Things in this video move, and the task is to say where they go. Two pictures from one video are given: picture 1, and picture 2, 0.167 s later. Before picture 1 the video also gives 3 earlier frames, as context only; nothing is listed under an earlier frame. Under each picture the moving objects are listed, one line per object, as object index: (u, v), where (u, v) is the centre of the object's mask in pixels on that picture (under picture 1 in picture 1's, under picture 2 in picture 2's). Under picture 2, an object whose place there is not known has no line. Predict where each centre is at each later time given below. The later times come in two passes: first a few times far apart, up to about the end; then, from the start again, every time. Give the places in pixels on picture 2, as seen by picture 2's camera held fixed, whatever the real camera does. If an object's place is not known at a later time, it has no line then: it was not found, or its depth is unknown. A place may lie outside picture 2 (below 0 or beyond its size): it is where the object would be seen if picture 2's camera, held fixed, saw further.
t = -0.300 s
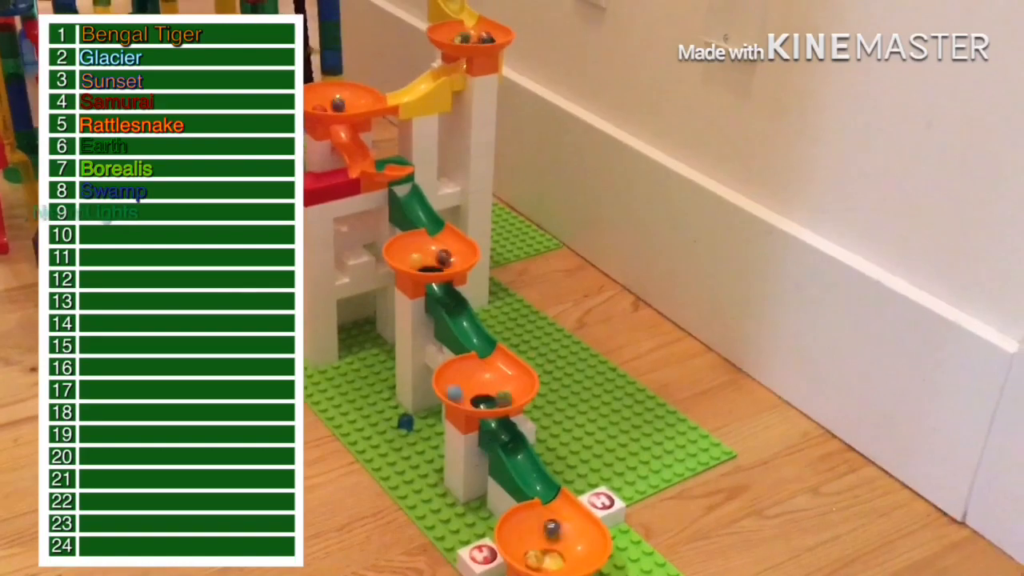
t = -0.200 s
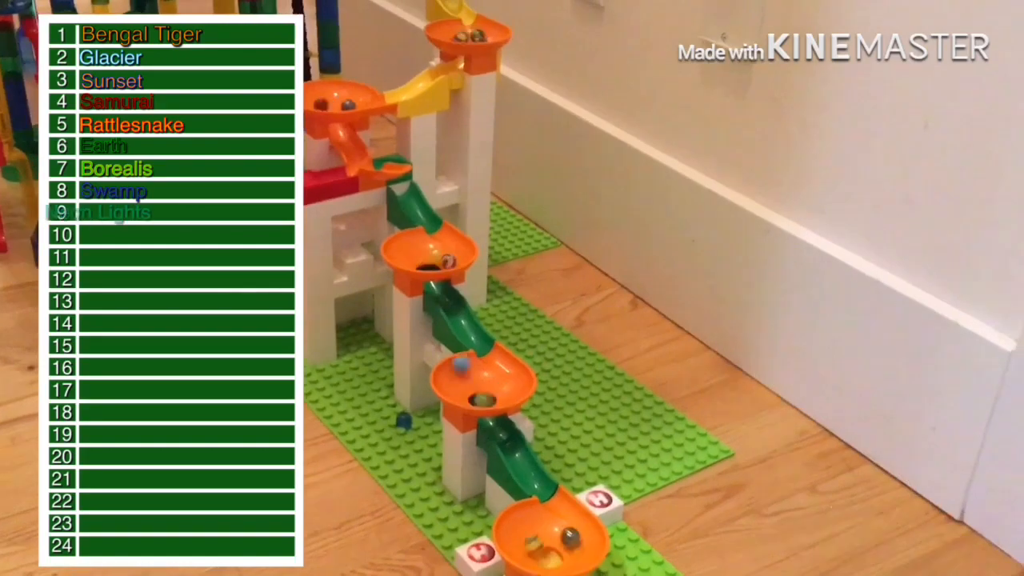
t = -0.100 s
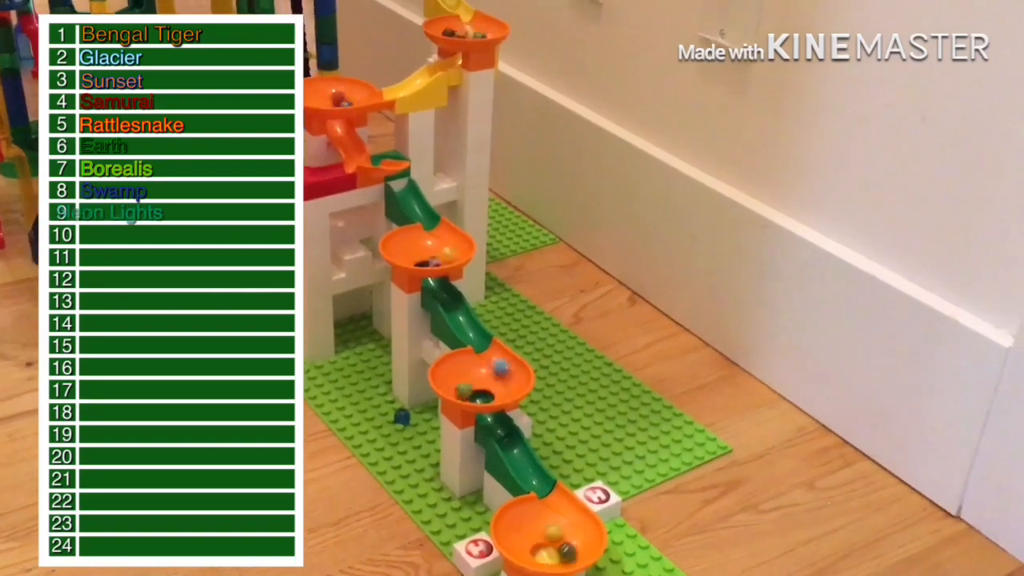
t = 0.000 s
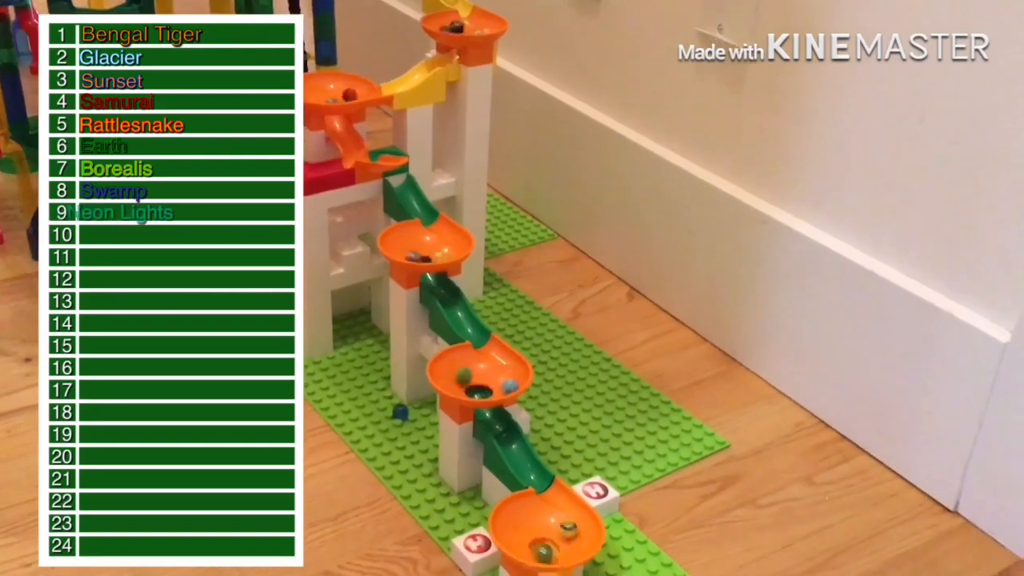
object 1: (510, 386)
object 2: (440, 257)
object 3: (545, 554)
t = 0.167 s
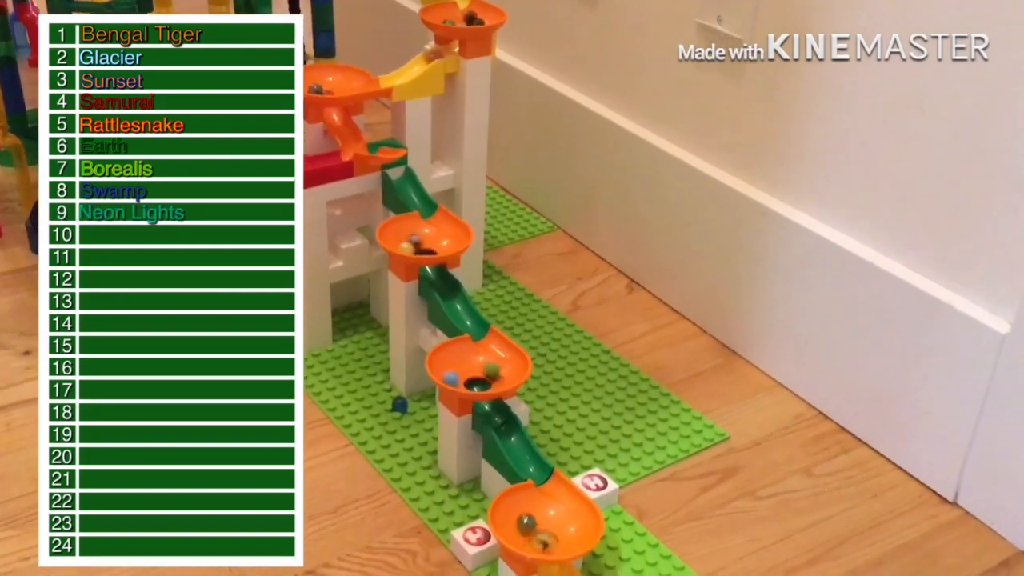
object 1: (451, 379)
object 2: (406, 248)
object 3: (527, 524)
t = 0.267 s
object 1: (457, 356)
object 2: (407, 245)
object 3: (544, 513)
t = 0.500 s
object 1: (505, 380)
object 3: (560, 542)
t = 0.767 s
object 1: (459, 358)
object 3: (528, 522)
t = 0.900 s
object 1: (508, 359)
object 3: (555, 513)
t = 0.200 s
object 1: (447, 372)
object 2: (405, 247)
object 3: (530, 519)
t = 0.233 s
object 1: (449, 362)
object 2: (406, 246)
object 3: (537, 515)
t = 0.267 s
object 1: (457, 356)
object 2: (407, 245)
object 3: (544, 513)
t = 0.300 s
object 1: (468, 349)
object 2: (412, 243)
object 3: (551, 514)
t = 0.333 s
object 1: (481, 348)
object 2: (420, 242)
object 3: (558, 515)
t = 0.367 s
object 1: (495, 351)
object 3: (564, 520)
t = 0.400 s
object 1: (506, 356)
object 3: (568, 526)
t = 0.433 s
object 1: (512, 364)
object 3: (567, 532)
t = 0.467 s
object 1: (512, 373)
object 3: (565, 538)
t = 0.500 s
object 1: (505, 380)
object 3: (560, 542)
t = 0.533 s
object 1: (494, 384)
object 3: (553, 545)
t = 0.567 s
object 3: (546, 546)
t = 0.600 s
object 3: (540, 544)
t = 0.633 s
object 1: (454, 381)
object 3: (532, 544)
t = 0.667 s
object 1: (446, 376)
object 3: (527, 539)
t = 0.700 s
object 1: (445, 370)
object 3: (525, 534)
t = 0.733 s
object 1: (449, 365)
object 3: (525, 527)
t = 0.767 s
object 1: (459, 358)
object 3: (528, 522)
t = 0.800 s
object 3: (533, 517)
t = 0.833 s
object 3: (539, 514)
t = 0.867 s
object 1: (498, 355)
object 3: (547, 513)
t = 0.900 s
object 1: (508, 359)
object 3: (555, 513)
